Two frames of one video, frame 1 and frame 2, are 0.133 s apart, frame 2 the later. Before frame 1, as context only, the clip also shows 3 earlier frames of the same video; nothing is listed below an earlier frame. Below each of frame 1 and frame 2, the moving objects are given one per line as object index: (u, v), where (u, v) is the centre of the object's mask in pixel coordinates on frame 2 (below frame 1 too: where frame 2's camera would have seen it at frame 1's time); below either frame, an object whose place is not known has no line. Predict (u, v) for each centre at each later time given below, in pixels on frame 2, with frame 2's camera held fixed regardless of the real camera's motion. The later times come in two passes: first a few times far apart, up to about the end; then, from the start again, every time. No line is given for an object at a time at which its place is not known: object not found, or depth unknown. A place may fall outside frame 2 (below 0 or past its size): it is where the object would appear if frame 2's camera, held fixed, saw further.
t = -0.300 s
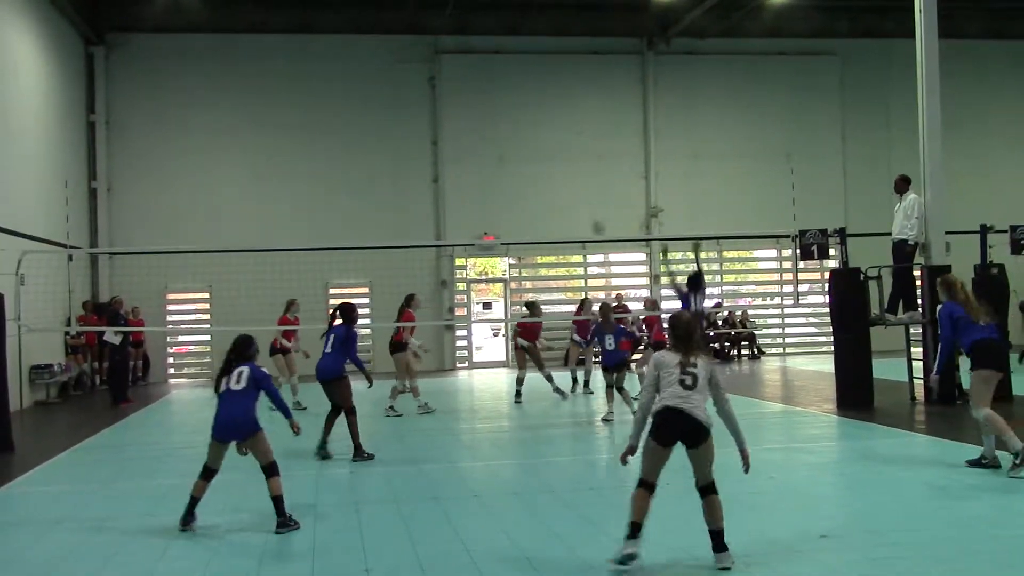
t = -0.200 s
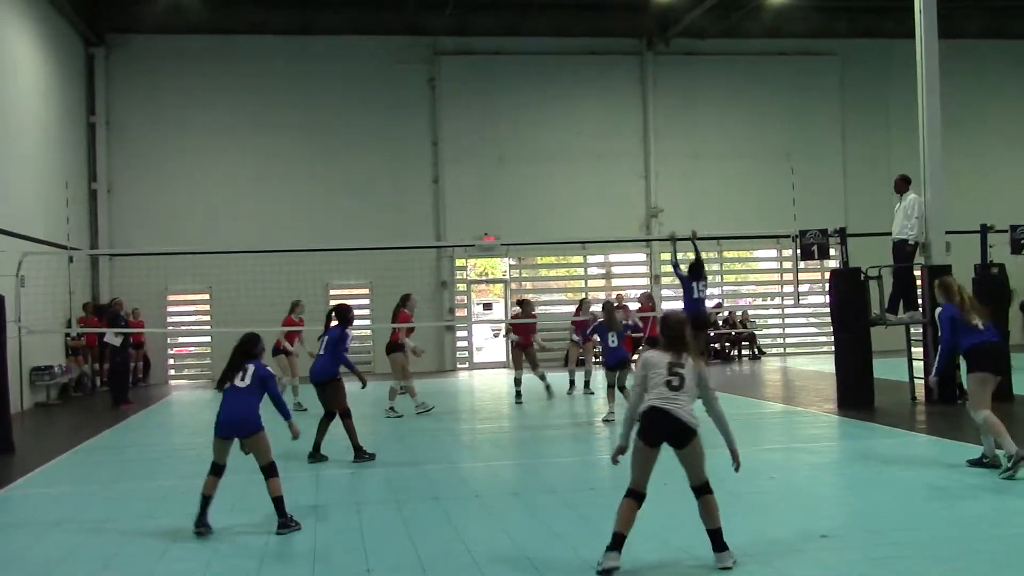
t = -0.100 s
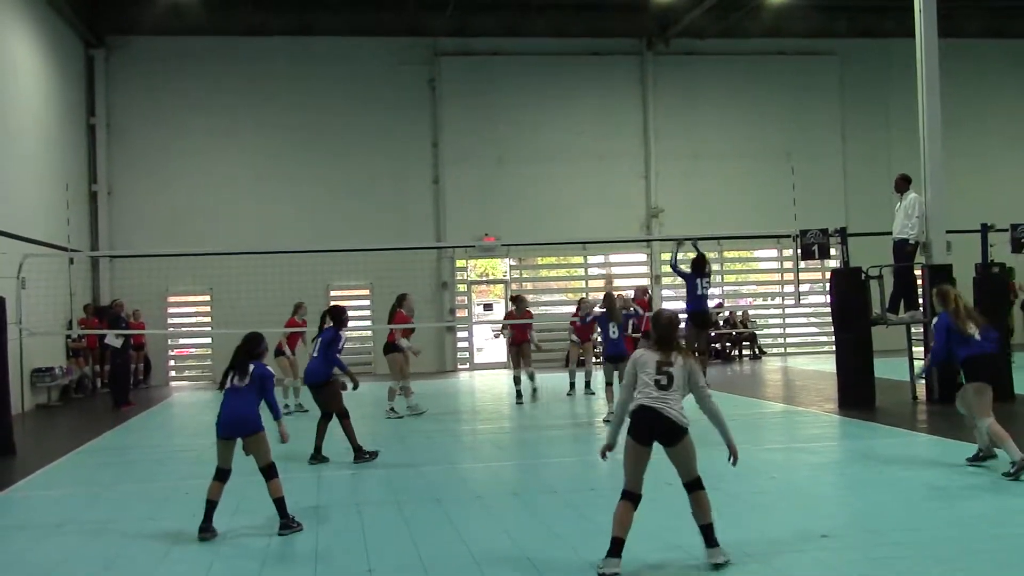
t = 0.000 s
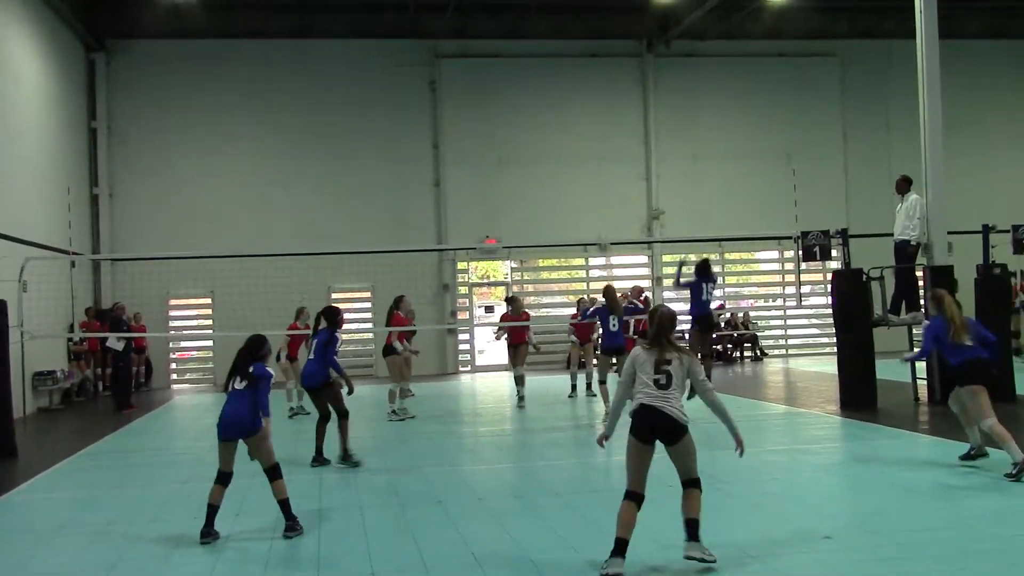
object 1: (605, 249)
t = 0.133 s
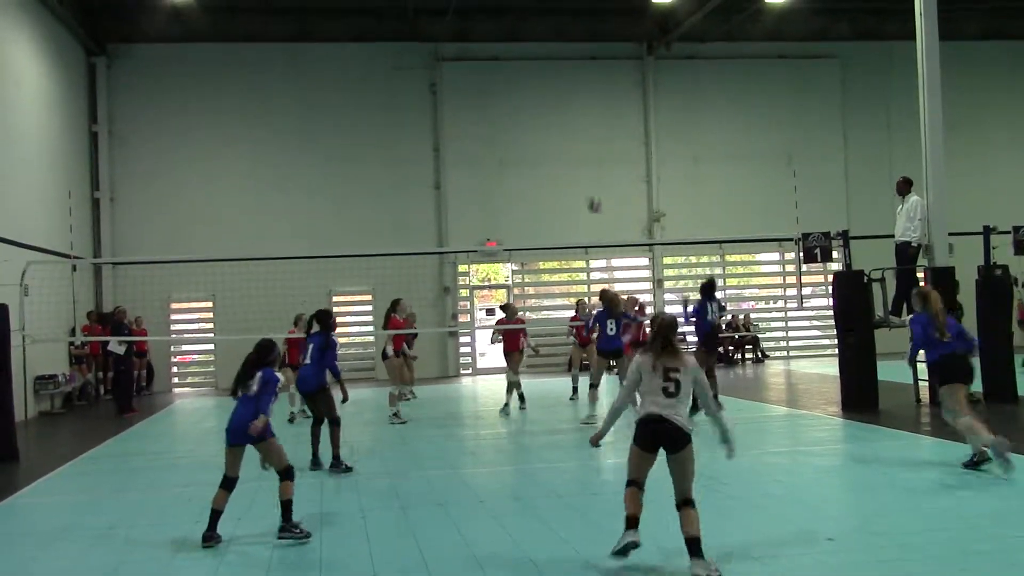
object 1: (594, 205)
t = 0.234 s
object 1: (587, 180)
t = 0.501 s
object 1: (569, 146)
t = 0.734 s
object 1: (553, 163)
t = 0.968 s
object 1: (539, 229)
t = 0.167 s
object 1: (592, 196)
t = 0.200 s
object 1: (589, 188)
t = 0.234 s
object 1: (587, 180)
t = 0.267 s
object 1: (584, 174)
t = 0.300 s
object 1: (582, 168)
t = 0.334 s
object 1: (579, 161)
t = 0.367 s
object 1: (577, 156)
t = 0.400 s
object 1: (576, 153)
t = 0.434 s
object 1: (573, 149)
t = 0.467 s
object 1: (571, 148)
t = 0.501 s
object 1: (569, 146)
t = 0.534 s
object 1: (566, 146)
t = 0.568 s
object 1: (564, 146)
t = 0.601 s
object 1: (562, 148)
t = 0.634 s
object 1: (560, 150)
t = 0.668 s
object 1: (558, 153)
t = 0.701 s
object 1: (556, 157)
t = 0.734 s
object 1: (553, 163)
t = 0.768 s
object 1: (550, 168)
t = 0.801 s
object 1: (548, 175)
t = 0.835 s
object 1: (547, 183)
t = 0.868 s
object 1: (544, 193)
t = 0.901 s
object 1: (543, 204)
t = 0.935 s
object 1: (541, 214)
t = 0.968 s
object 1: (539, 229)
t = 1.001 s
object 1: (537, 242)
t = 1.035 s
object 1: (533, 256)
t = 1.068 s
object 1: (531, 271)
